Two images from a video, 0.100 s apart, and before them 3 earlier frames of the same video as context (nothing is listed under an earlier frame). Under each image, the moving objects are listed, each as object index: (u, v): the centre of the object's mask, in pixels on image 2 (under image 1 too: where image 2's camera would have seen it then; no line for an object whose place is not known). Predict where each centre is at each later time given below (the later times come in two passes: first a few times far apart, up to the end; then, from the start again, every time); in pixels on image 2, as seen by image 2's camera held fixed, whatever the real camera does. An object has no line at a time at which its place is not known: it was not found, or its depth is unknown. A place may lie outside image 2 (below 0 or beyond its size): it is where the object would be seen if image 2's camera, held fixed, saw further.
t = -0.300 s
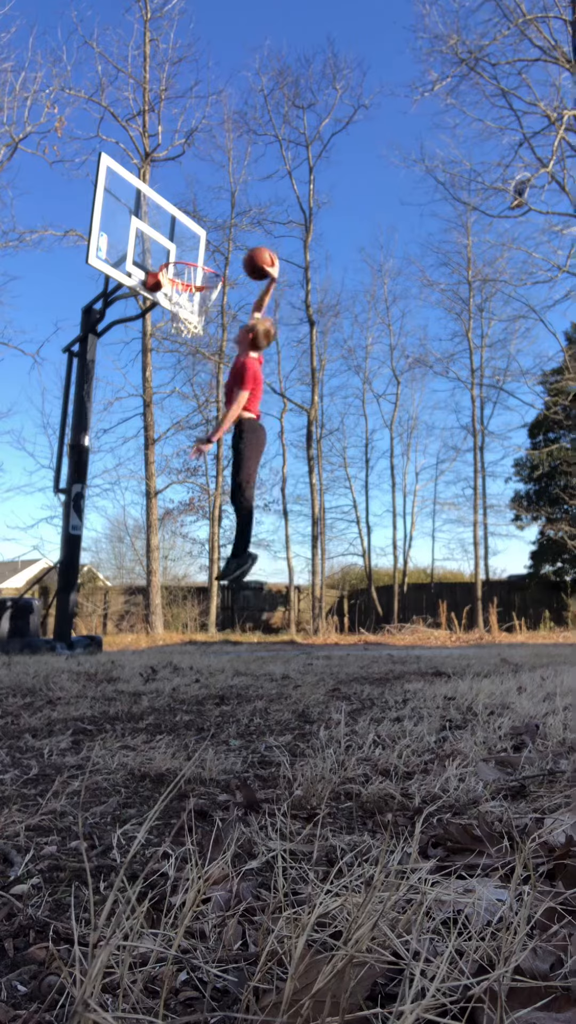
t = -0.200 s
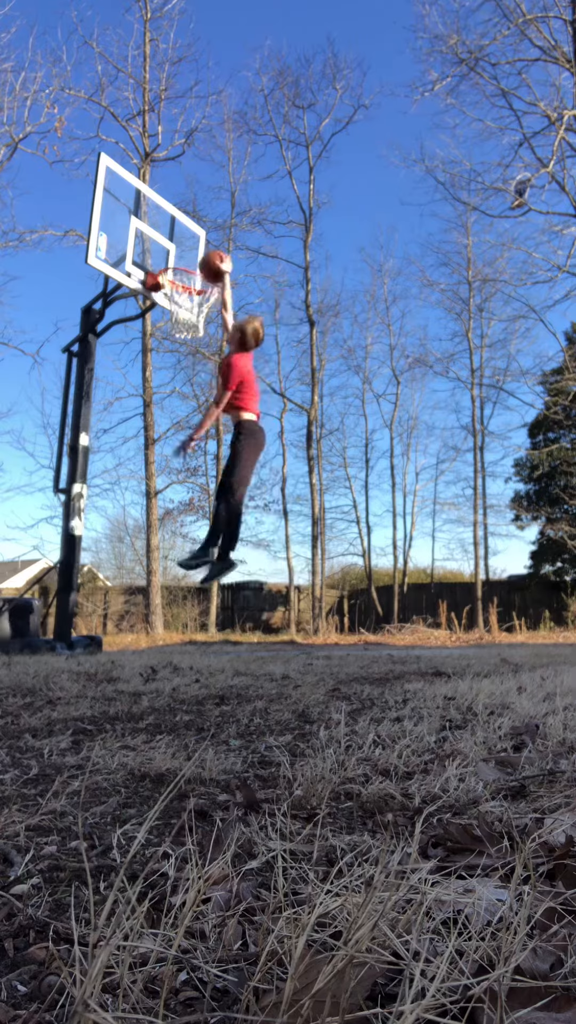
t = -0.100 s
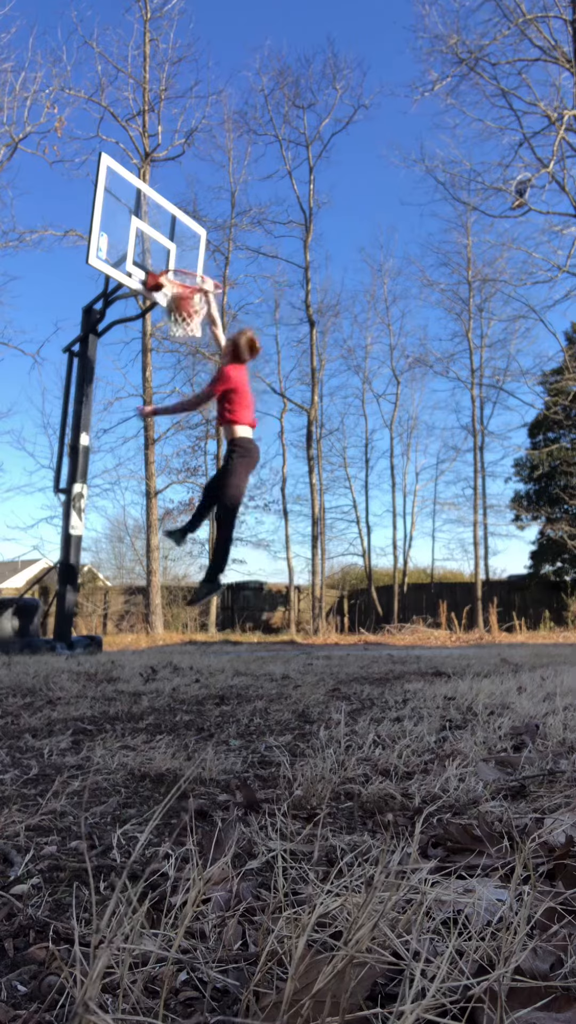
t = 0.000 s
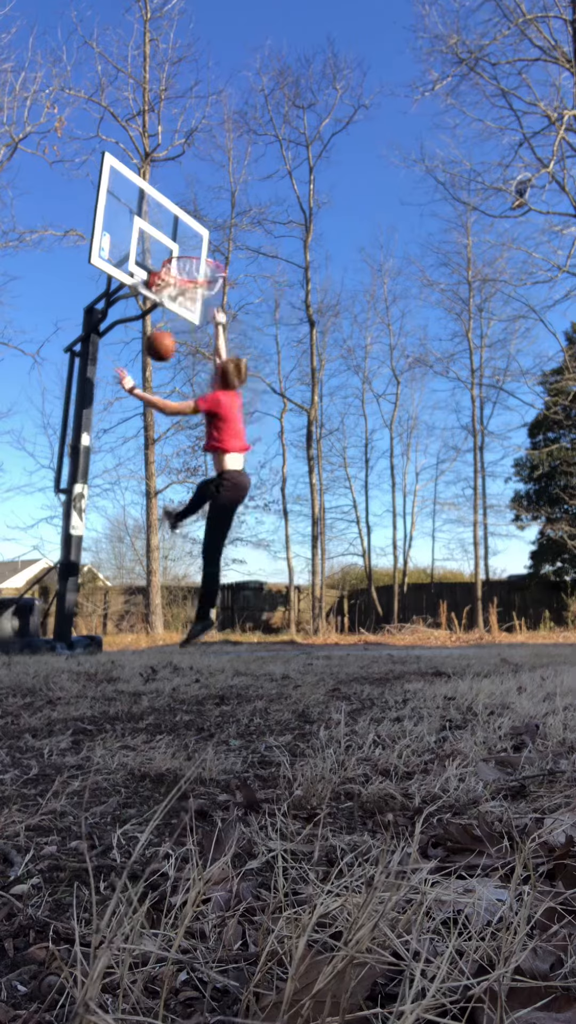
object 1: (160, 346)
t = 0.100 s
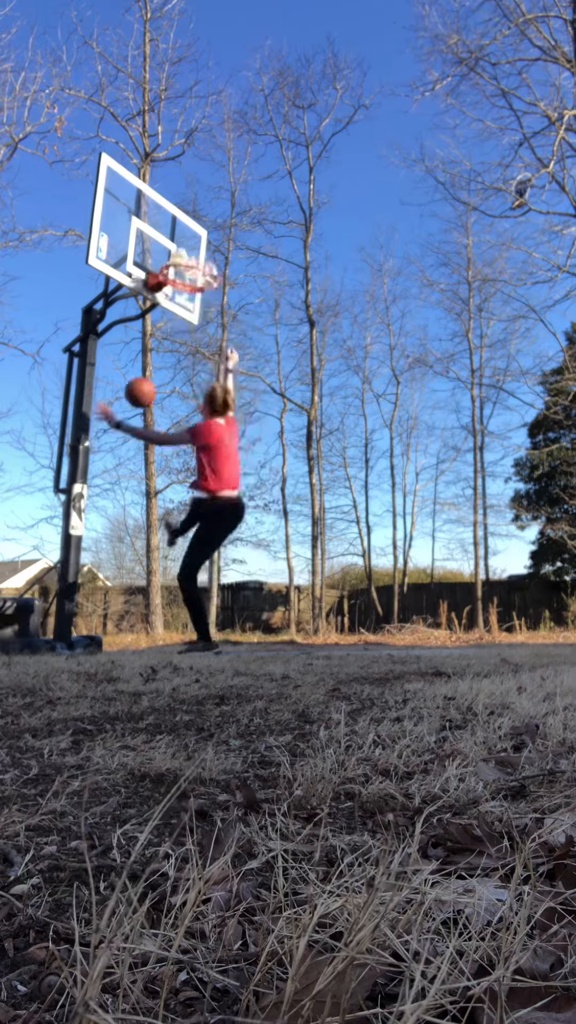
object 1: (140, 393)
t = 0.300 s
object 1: (102, 519)
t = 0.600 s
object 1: (124, 613)
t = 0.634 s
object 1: (133, 610)
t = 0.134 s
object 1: (134, 410)
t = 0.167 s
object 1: (128, 430)
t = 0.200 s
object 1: (121, 450)
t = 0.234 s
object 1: (114, 472)
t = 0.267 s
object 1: (108, 495)
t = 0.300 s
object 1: (102, 519)
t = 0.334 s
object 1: (95, 545)
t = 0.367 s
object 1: (91, 571)
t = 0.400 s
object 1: (83, 600)
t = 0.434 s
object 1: (80, 627)
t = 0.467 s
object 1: (84, 644)
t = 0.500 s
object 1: (93, 635)
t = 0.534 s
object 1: (103, 627)
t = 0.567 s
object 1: (114, 619)
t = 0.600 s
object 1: (124, 613)
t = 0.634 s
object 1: (133, 610)
